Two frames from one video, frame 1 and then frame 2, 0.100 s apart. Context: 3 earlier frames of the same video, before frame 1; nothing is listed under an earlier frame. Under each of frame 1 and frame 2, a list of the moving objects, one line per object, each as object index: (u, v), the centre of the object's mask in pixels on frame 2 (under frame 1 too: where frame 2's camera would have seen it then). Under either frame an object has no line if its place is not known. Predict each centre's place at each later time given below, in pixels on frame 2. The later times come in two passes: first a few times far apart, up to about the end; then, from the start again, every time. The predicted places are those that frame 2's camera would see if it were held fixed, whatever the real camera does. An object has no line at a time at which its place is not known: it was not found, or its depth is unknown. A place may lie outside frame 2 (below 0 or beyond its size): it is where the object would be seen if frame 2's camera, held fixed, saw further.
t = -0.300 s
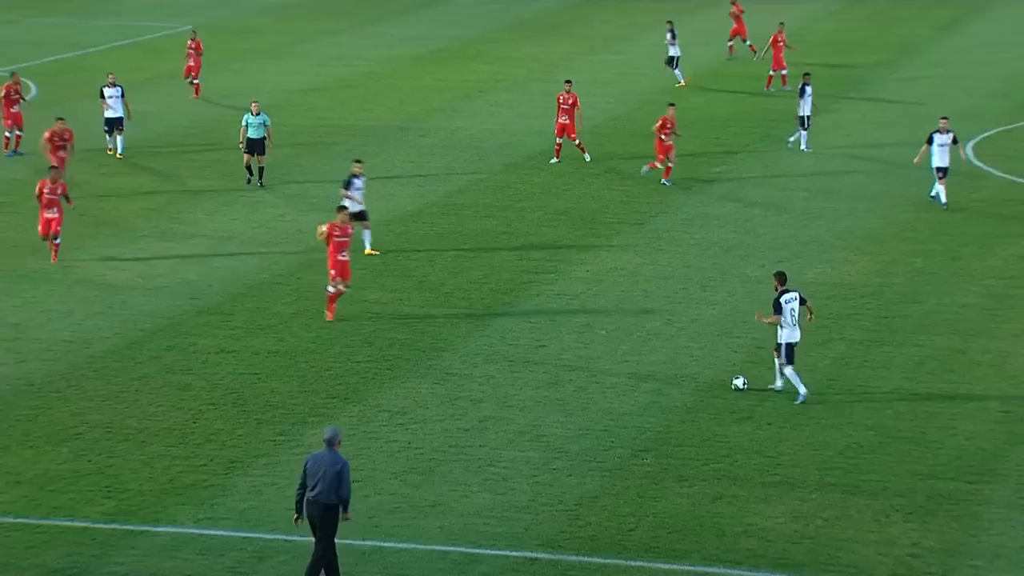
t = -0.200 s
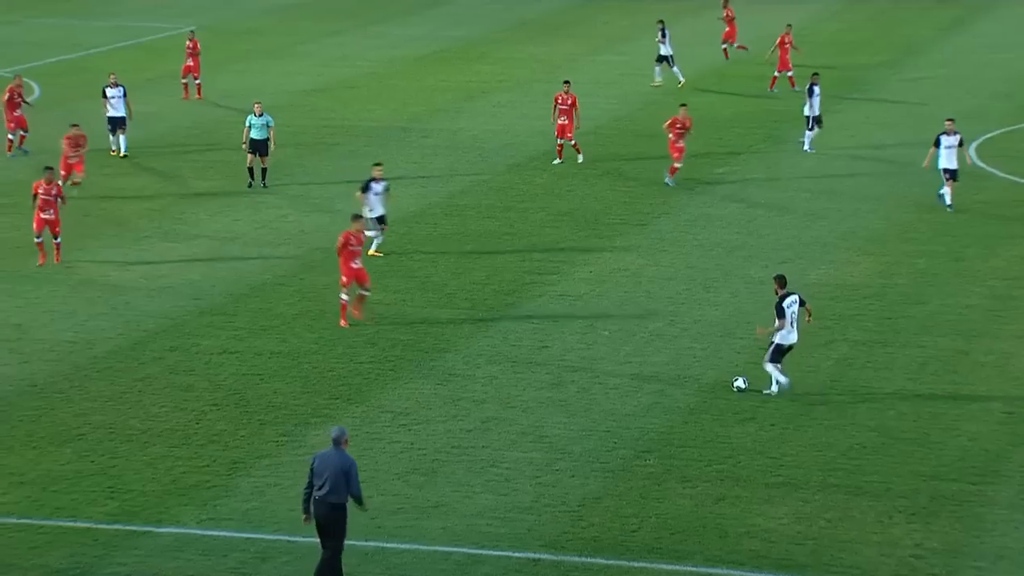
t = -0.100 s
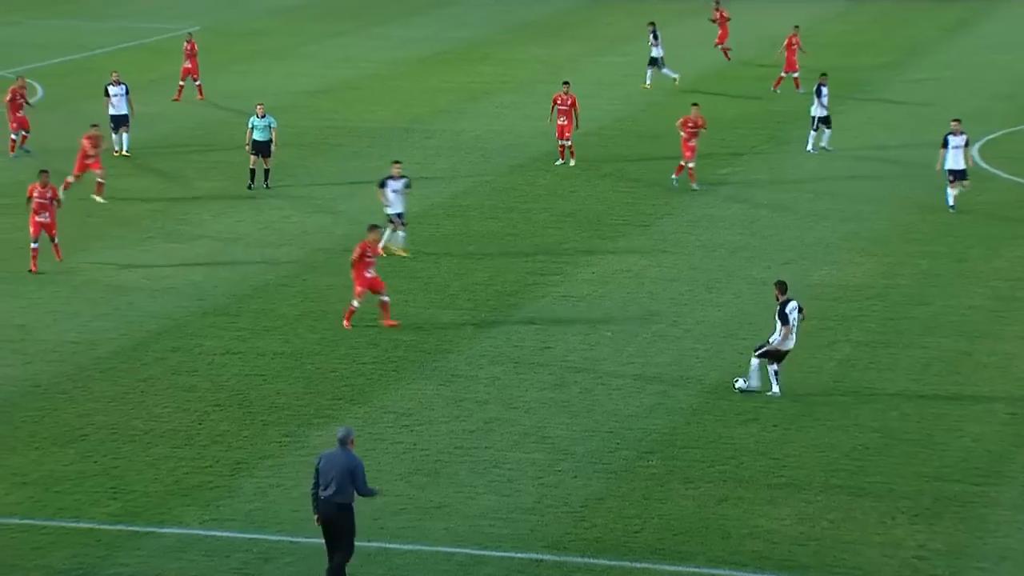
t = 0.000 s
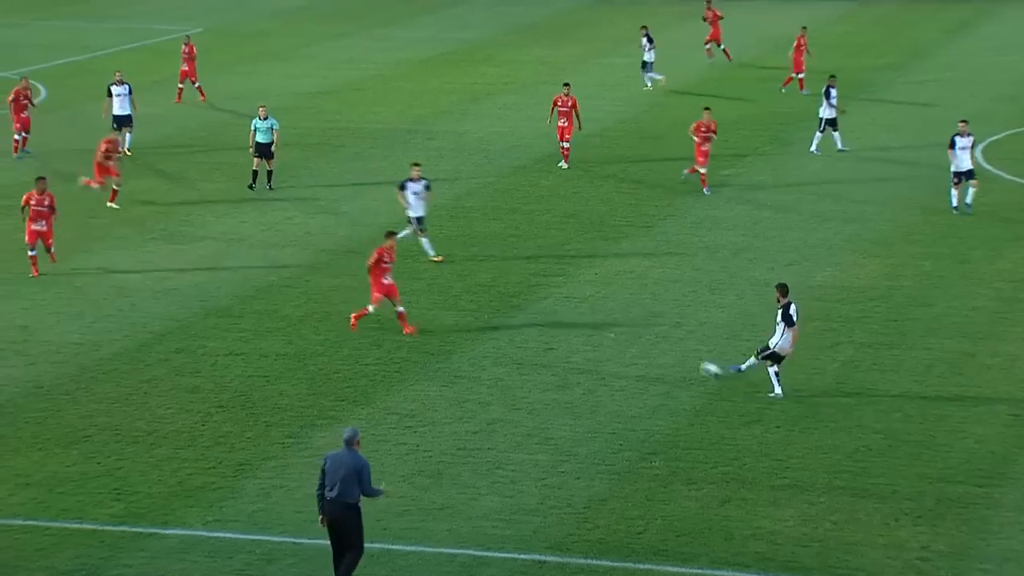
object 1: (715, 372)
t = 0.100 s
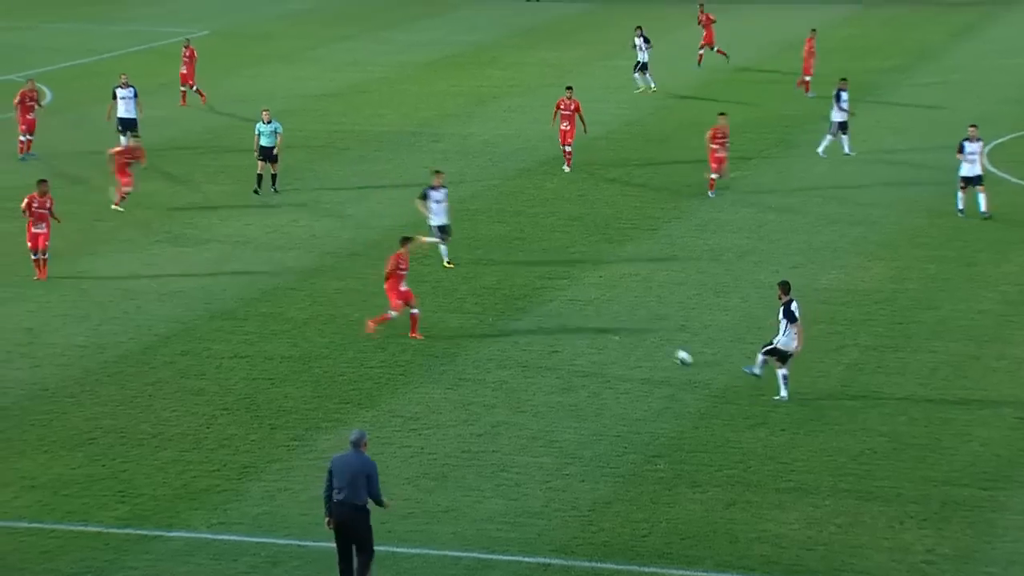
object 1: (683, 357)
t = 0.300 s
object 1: (628, 329)
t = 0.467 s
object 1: (593, 311)
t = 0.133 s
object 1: (672, 352)
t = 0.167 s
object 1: (663, 348)
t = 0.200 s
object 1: (653, 344)
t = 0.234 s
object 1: (644, 339)
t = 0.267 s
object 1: (637, 334)
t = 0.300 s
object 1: (628, 329)
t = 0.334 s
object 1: (621, 325)
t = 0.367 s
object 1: (613, 321)
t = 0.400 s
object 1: (605, 318)
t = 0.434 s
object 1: (599, 315)
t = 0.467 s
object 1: (593, 311)
